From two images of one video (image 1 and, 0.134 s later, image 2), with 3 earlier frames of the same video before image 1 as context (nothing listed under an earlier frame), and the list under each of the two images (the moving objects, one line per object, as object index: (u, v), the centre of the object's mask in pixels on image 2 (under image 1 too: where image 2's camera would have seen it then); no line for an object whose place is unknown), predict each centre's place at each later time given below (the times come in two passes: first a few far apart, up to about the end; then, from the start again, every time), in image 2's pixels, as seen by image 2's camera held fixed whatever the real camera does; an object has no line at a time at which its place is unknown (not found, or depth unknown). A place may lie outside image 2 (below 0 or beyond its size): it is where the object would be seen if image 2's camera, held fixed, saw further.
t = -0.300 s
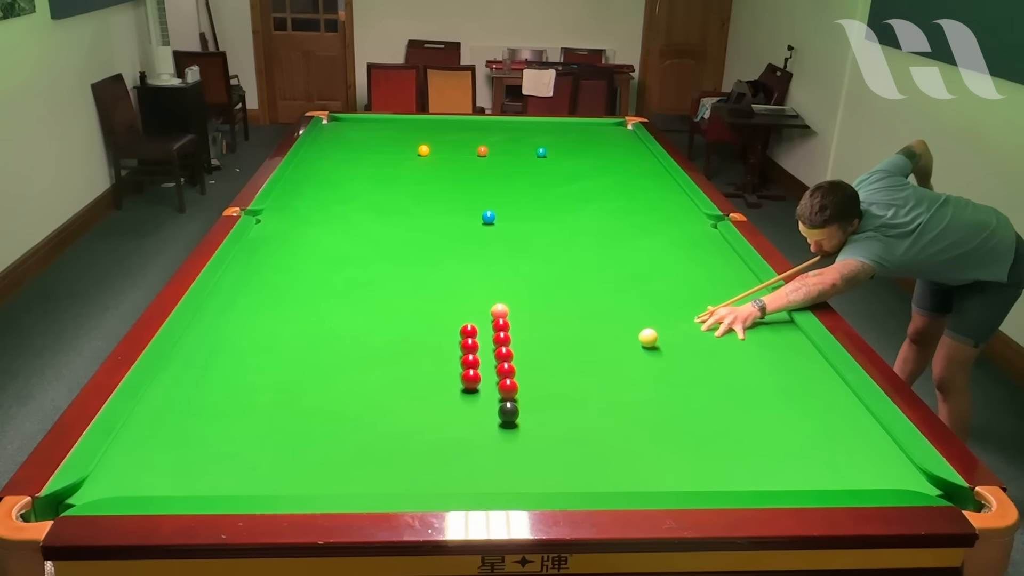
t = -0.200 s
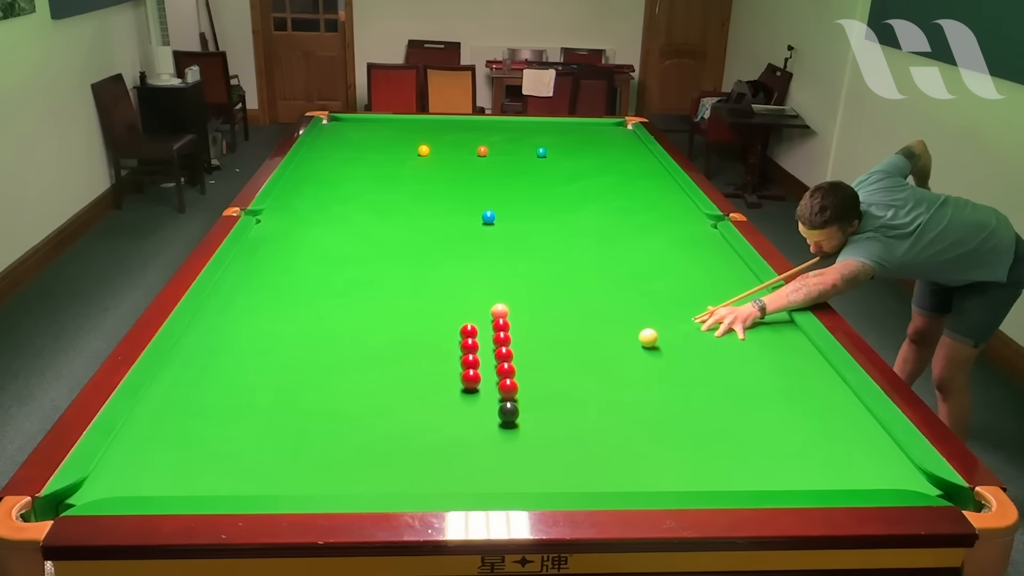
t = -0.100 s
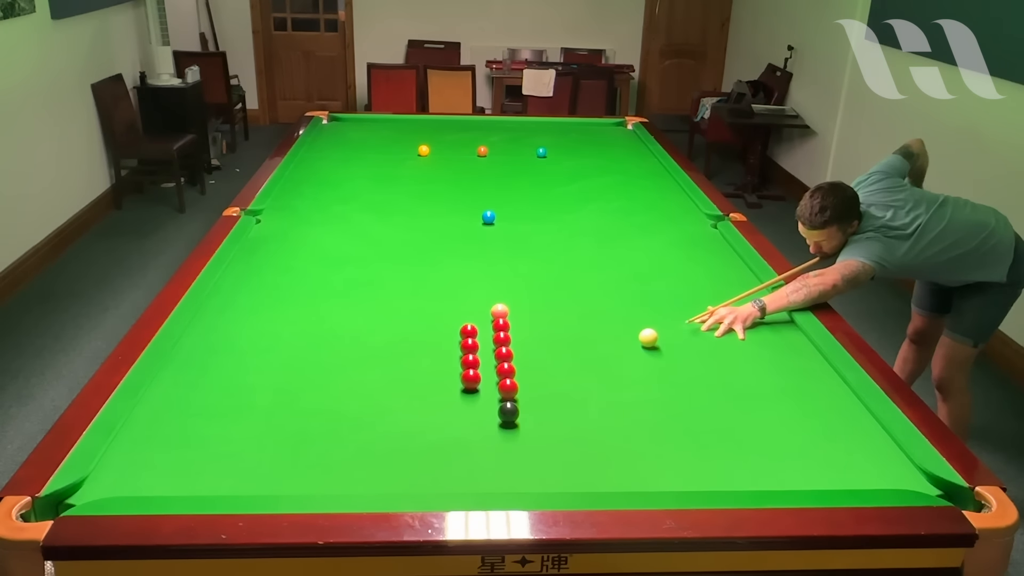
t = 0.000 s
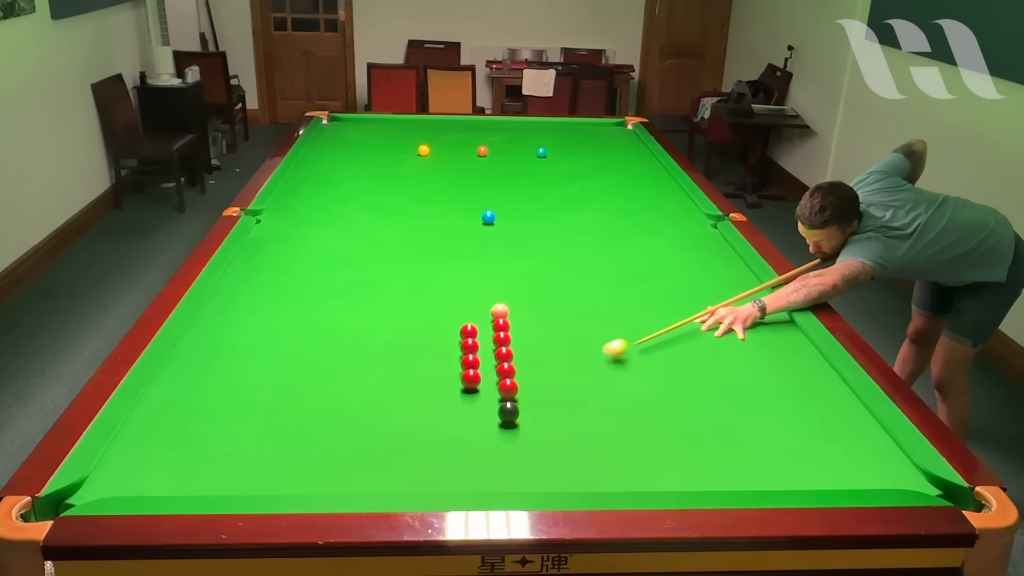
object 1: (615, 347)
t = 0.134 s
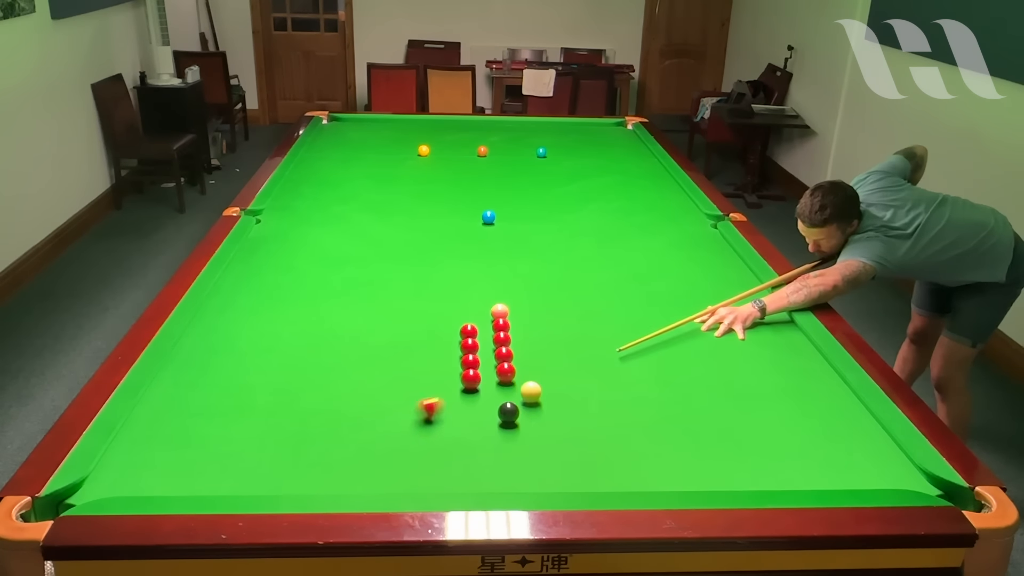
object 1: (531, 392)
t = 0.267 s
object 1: (540, 407)
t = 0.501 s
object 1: (558, 433)
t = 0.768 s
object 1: (579, 465)
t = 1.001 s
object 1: (598, 482)
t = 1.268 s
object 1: (612, 464)
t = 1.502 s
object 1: (624, 449)
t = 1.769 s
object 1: (635, 434)
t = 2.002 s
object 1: (644, 423)
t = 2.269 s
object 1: (653, 412)
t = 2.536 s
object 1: (661, 402)
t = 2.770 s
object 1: (667, 395)
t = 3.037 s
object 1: (673, 387)
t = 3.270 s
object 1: (678, 382)
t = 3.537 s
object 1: (682, 377)
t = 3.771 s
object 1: (686, 374)
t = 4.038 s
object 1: (688, 370)
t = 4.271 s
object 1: (690, 368)
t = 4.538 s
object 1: (691, 367)
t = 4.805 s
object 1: (692, 367)
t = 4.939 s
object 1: (693, 367)
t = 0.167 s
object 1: (533, 396)
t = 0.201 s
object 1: (536, 400)
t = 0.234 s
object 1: (538, 403)
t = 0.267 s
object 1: (540, 407)
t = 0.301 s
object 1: (543, 411)
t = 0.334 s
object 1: (545, 414)
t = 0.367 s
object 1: (548, 418)
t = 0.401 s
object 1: (550, 421)
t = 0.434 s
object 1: (553, 425)
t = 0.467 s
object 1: (555, 429)
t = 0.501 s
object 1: (558, 433)
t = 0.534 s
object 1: (560, 437)
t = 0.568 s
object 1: (563, 441)
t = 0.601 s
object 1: (566, 445)
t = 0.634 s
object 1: (568, 449)
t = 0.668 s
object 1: (571, 453)
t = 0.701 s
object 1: (574, 457)
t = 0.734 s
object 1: (577, 461)
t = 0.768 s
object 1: (579, 465)
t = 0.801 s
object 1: (582, 469)
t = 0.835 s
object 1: (585, 473)
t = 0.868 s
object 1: (588, 478)
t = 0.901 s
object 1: (591, 480)
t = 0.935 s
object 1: (593, 483)
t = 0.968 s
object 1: (596, 483)
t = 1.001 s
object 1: (598, 482)
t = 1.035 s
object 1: (600, 480)
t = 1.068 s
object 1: (602, 478)
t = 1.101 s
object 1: (604, 475)
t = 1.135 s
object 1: (605, 473)
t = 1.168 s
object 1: (607, 471)
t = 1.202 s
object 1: (609, 469)
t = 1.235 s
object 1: (611, 466)
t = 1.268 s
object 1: (612, 464)
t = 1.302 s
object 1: (614, 462)
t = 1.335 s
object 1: (616, 459)
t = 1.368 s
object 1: (617, 457)
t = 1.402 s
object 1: (619, 455)
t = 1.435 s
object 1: (620, 453)
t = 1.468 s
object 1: (622, 451)
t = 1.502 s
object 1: (624, 449)
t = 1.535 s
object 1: (625, 447)
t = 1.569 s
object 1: (627, 445)
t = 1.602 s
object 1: (628, 443)
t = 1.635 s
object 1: (630, 441)
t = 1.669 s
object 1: (631, 440)
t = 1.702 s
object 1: (632, 438)
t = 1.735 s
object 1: (634, 436)
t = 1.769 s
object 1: (635, 434)
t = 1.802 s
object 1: (637, 432)
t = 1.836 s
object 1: (638, 431)
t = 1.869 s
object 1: (639, 429)
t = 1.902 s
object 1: (640, 427)
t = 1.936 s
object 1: (642, 426)
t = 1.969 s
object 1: (643, 424)
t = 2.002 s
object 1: (644, 423)
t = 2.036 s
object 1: (645, 421)
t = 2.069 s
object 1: (646, 420)
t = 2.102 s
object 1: (648, 418)
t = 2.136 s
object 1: (649, 417)
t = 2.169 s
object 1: (650, 416)
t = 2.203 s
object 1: (651, 414)
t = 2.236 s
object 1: (652, 413)
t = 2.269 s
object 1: (653, 412)
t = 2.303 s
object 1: (654, 410)
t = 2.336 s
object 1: (655, 409)
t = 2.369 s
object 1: (656, 408)
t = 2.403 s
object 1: (657, 406)
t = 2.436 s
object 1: (658, 405)
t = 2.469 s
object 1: (659, 404)
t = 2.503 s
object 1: (660, 403)
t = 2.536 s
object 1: (661, 402)
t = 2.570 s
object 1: (662, 401)
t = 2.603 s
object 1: (663, 400)
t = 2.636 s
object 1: (664, 399)
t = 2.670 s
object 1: (665, 397)
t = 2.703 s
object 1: (665, 397)
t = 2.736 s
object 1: (666, 396)
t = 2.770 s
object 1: (667, 395)
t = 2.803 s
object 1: (668, 394)
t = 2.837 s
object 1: (669, 393)
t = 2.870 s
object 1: (670, 392)
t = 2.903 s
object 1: (670, 391)
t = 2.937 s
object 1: (671, 390)
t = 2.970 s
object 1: (672, 389)
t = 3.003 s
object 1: (673, 388)
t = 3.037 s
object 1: (673, 387)
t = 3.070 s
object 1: (674, 386)
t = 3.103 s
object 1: (675, 386)
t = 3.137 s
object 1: (675, 385)
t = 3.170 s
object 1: (676, 384)
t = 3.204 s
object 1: (677, 384)
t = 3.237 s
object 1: (677, 383)
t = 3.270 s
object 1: (678, 382)
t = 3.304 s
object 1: (679, 381)
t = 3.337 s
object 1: (679, 381)
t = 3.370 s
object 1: (680, 380)
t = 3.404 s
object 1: (680, 380)
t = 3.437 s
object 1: (681, 379)
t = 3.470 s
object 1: (681, 378)
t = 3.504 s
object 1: (682, 378)
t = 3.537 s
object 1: (682, 377)
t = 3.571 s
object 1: (683, 377)
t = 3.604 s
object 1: (683, 376)
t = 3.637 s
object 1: (684, 376)
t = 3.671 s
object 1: (684, 375)
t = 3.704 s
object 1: (685, 375)
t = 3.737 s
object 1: (685, 374)
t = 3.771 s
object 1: (686, 374)
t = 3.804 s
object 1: (686, 373)
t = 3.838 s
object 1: (686, 373)
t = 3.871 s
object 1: (687, 372)
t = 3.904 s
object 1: (687, 372)
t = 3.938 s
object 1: (687, 372)
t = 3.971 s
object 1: (688, 371)
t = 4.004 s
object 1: (688, 371)
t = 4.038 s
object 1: (688, 370)
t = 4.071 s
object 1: (688, 370)
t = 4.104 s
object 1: (689, 370)
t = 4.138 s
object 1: (689, 370)
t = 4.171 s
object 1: (689, 369)
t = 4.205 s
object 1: (689, 369)
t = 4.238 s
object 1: (690, 369)
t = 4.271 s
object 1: (690, 368)
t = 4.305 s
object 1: (690, 368)
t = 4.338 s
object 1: (690, 368)
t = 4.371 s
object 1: (690, 368)
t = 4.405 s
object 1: (691, 368)
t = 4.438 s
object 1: (691, 368)
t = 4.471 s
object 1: (691, 367)
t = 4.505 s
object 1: (691, 367)
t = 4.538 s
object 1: (691, 367)
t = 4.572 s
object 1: (691, 367)
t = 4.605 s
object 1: (692, 367)
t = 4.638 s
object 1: (692, 367)
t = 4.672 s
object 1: (692, 367)
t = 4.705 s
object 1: (692, 367)
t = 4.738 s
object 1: (692, 367)
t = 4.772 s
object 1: (692, 367)
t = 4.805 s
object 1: (692, 367)
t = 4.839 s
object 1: (692, 367)
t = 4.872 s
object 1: (693, 367)
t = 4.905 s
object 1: (693, 367)
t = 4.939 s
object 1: (693, 367)
